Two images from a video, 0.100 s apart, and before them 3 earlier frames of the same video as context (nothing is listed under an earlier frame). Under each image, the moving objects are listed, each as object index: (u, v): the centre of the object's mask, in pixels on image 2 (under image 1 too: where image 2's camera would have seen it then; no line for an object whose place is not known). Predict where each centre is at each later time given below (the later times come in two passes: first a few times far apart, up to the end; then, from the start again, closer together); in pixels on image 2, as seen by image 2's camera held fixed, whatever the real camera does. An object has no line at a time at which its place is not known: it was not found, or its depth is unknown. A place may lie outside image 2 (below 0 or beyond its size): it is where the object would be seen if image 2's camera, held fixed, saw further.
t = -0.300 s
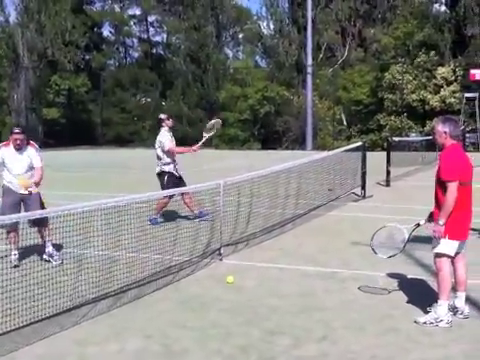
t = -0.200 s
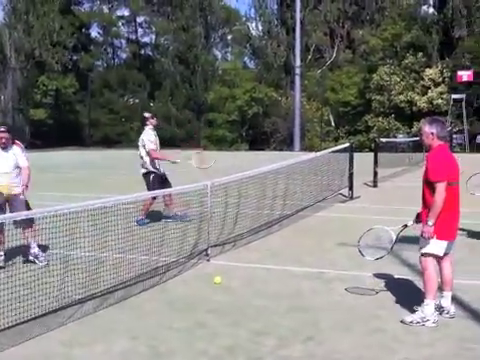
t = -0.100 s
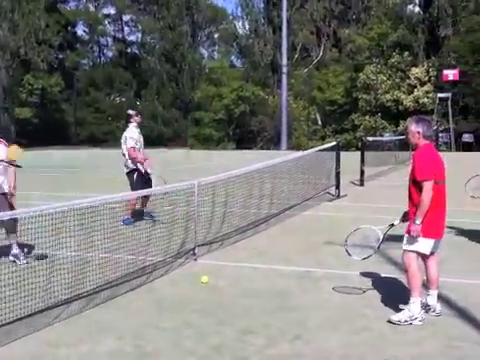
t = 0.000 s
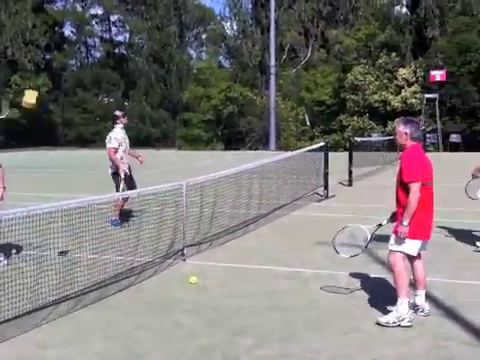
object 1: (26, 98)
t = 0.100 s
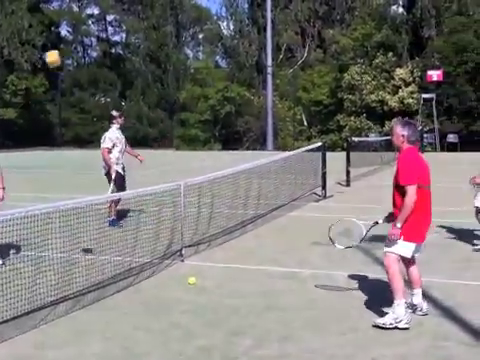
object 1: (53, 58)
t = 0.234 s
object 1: (89, 22)
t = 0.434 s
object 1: (147, 1)
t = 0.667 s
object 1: (215, 26)
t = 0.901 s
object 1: (284, 98)
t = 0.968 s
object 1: (313, 142)
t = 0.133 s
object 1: (62, 47)
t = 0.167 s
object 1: (70, 38)
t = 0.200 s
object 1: (79, 29)
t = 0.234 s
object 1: (89, 22)
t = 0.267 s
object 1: (97, 15)
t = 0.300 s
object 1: (107, 10)
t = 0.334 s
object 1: (116, 6)
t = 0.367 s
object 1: (126, 3)
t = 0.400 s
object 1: (135, 2)
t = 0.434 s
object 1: (147, 1)
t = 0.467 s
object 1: (156, 2)
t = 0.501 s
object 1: (166, 3)
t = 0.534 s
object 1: (176, 6)
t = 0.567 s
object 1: (186, 10)
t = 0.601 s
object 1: (196, 16)
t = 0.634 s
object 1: (206, 20)
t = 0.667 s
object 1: (215, 26)
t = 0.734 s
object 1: (233, 38)
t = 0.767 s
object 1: (246, 53)
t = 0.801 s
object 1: (256, 64)
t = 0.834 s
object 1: (266, 75)
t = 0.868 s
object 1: (275, 85)
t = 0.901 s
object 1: (284, 98)
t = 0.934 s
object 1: (303, 128)
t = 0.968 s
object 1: (313, 142)
